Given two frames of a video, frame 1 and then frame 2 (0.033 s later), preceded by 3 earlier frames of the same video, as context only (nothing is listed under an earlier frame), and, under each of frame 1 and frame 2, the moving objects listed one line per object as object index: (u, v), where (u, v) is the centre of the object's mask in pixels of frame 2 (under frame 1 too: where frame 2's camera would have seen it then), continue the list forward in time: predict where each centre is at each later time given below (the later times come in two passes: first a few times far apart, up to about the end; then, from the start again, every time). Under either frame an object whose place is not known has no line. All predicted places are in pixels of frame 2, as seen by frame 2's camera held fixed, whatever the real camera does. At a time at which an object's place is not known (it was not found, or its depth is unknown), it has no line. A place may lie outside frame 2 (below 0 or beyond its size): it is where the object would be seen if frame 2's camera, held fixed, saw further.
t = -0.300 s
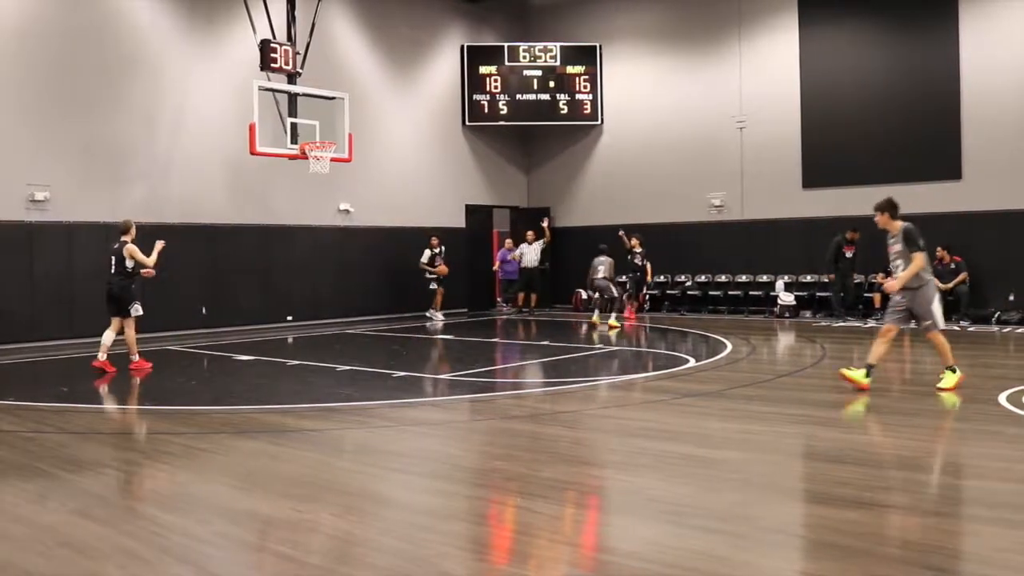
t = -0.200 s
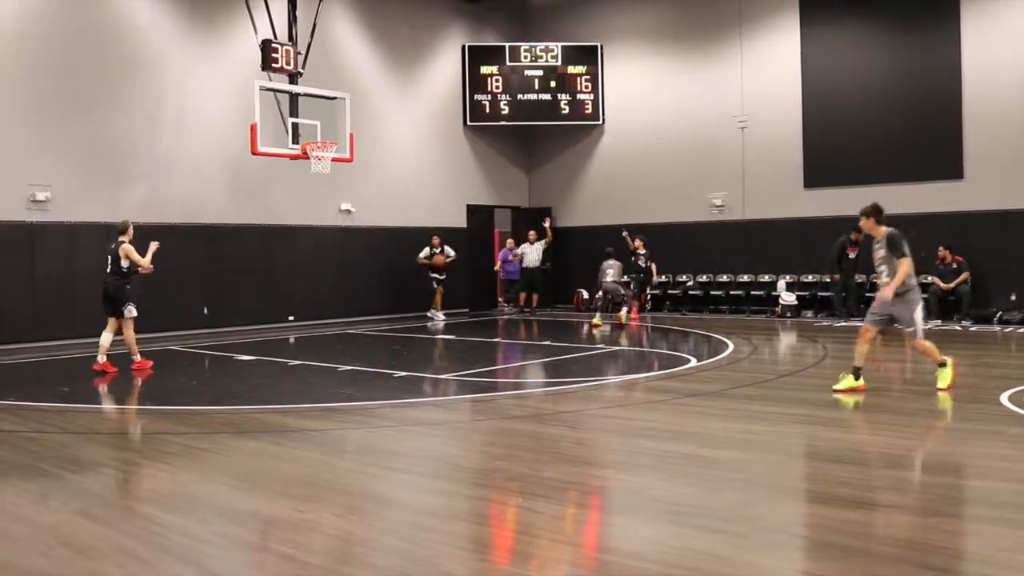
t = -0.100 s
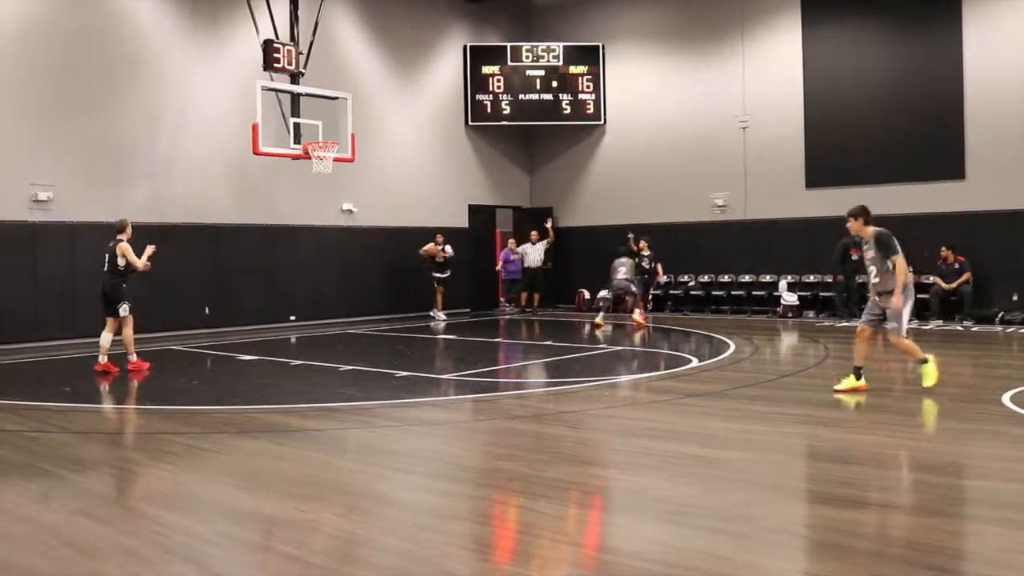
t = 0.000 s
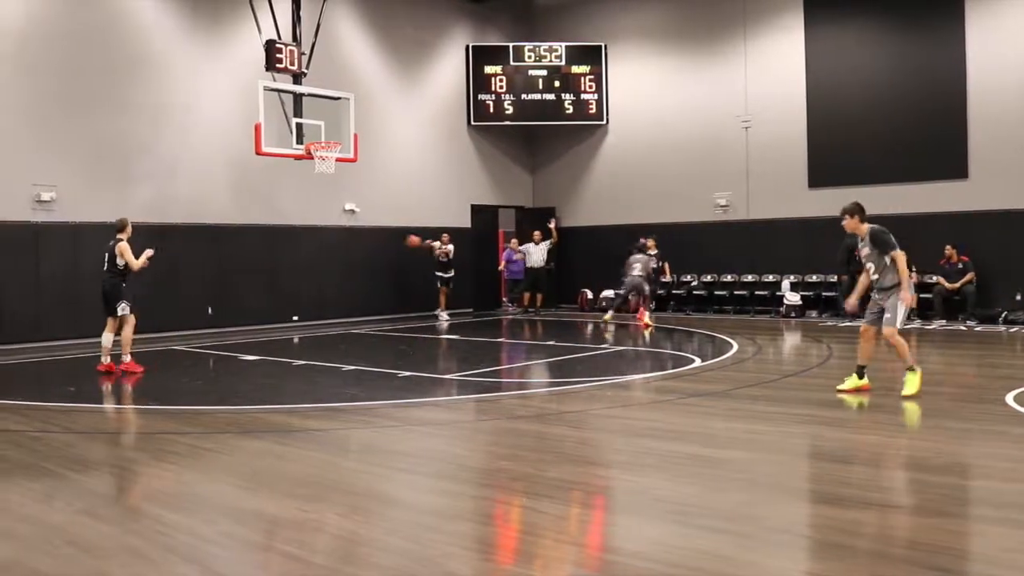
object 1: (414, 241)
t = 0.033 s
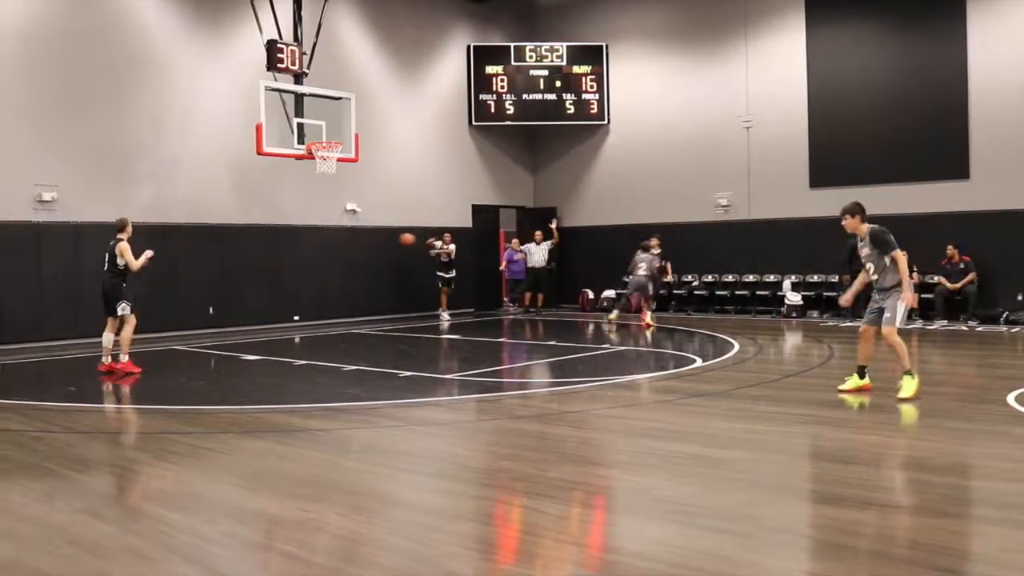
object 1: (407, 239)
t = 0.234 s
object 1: (357, 240)
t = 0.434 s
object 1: (292, 268)
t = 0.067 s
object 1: (399, 237)
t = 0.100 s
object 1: (391, 237)
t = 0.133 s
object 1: (383, 237)
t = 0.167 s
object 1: (374, 237)
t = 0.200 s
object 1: (366, 238)
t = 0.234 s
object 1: (357, 240)
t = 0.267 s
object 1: (346, 243)
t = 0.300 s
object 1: (337, 246)
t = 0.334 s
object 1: (326, 249)
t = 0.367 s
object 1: (315, 255)
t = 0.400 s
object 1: (303, 261)
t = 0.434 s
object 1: (292, 268)
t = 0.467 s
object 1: (279, 277)
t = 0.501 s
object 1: (266, 287)
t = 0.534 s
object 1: (253, 298)
